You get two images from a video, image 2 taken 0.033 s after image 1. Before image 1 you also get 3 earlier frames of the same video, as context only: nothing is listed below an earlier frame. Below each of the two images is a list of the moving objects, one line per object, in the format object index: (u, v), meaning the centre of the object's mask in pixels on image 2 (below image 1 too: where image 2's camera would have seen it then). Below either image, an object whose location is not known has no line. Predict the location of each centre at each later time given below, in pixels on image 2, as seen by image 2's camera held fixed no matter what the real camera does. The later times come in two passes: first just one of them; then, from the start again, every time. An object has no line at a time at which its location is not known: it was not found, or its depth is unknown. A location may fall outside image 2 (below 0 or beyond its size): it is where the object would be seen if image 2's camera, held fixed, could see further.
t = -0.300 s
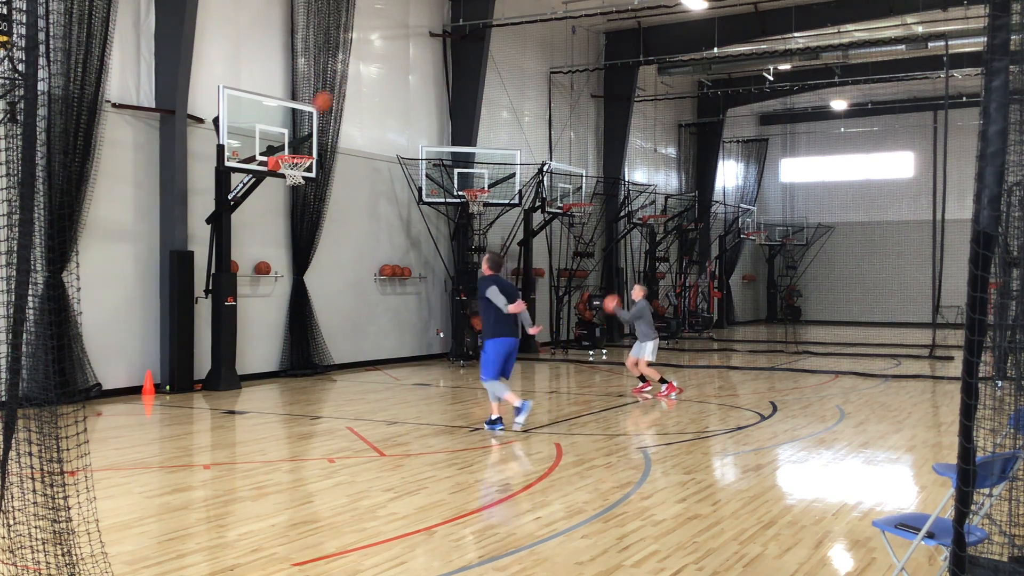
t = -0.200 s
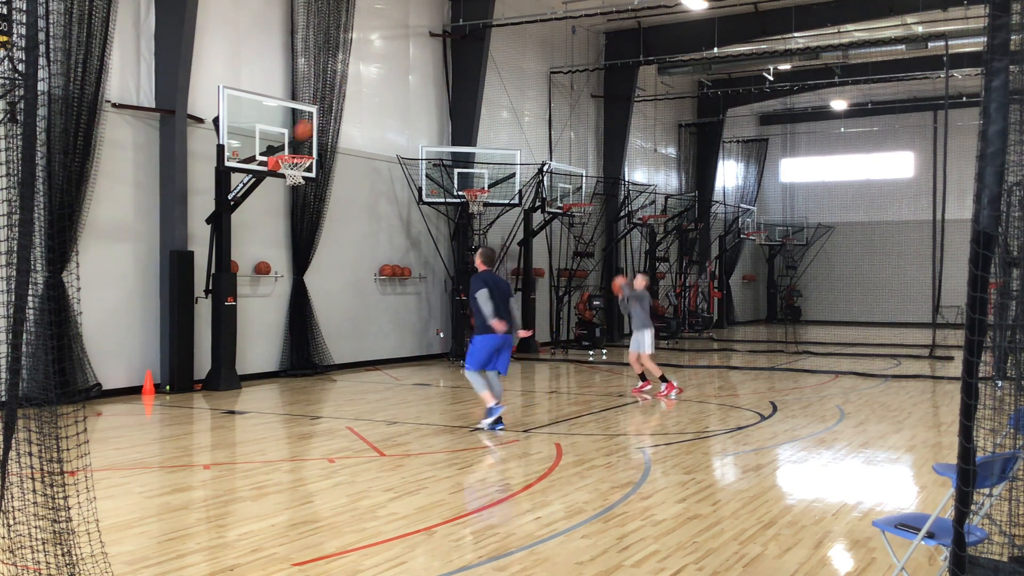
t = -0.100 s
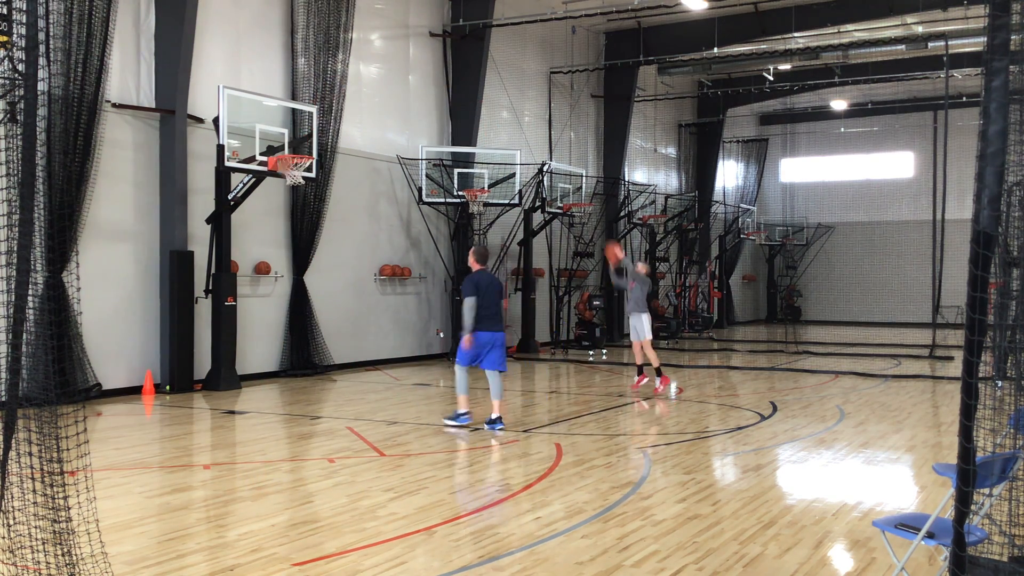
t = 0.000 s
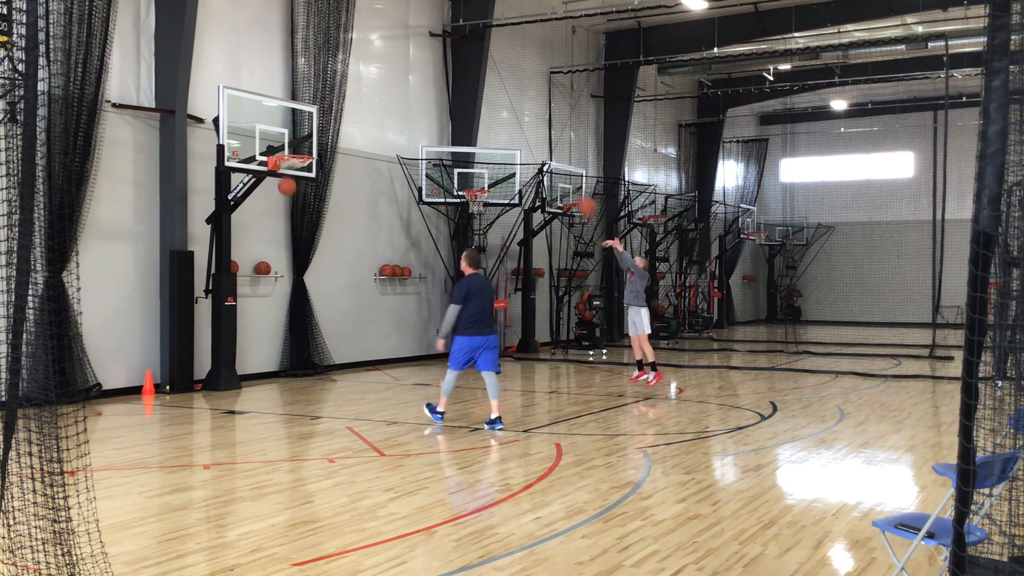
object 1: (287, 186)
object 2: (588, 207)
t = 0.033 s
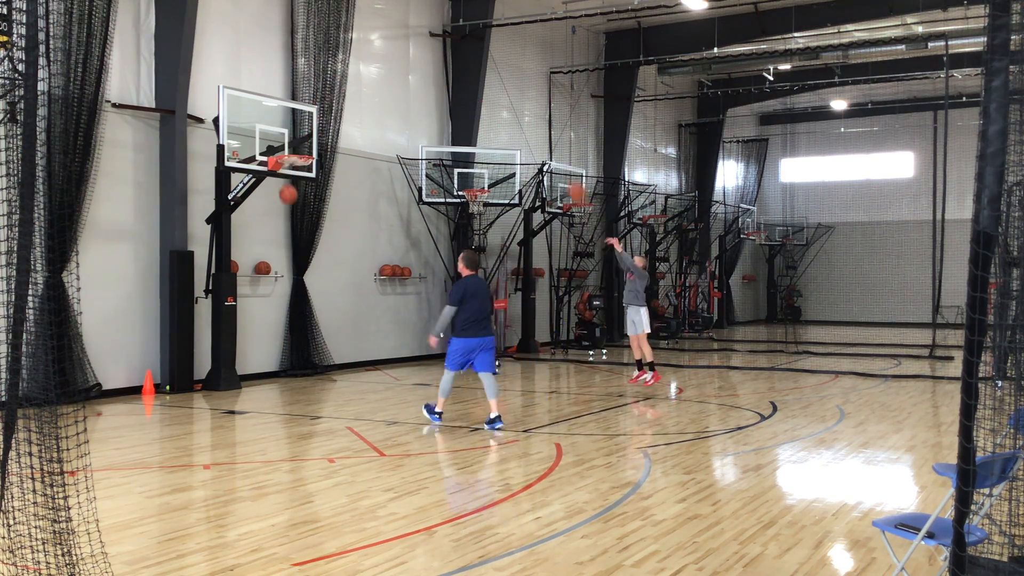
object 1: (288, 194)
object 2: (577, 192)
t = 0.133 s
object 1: (292, 223)
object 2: (547, 154)
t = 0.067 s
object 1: (289, 203)
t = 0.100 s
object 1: (290, 212)
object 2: (557, 166)
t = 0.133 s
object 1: (292, 223)
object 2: (547, 154)
